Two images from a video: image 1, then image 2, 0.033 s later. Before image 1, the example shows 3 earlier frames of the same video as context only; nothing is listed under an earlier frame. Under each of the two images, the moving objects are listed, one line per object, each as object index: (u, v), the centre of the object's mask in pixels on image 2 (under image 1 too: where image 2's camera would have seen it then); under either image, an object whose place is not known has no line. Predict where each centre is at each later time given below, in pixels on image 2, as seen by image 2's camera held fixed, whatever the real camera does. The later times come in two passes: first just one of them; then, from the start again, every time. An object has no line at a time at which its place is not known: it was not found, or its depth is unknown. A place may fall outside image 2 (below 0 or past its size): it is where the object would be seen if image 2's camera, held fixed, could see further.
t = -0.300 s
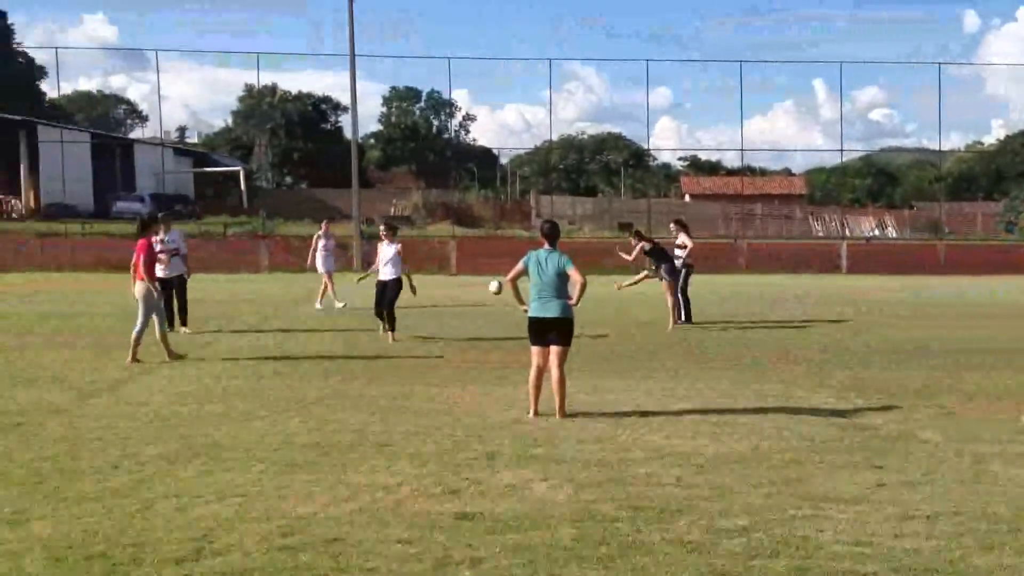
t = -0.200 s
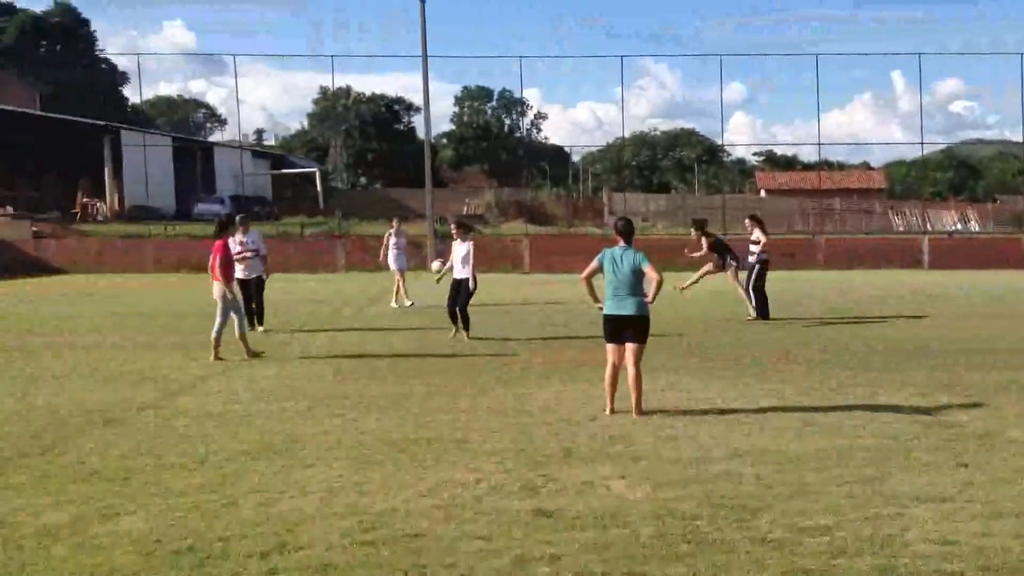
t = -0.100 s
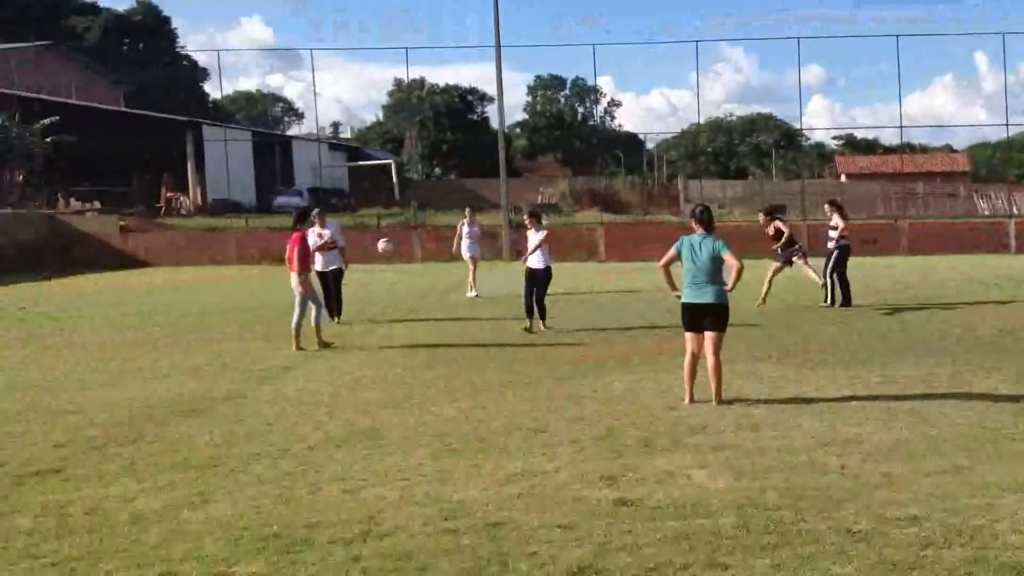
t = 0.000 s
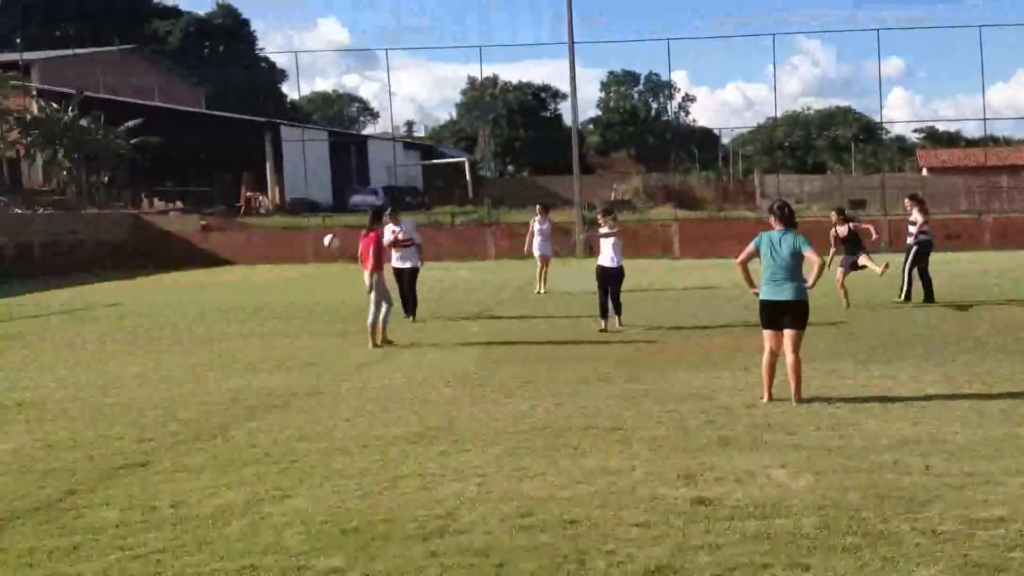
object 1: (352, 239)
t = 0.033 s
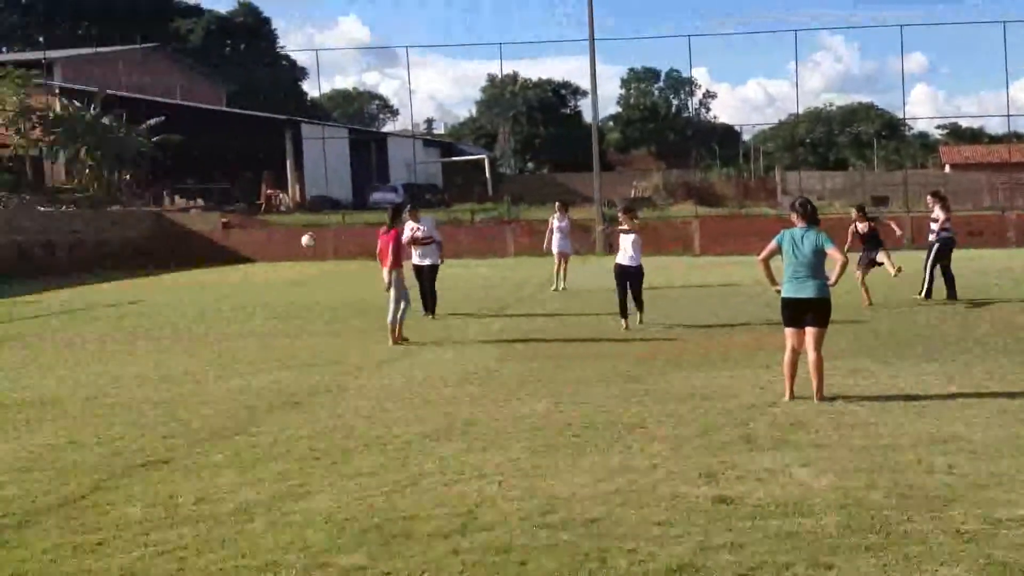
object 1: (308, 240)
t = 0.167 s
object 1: (144, 254)
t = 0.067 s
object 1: (268, 242)
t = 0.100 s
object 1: (226, 246)
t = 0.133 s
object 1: (185, 250)
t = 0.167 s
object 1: (144, 254)
